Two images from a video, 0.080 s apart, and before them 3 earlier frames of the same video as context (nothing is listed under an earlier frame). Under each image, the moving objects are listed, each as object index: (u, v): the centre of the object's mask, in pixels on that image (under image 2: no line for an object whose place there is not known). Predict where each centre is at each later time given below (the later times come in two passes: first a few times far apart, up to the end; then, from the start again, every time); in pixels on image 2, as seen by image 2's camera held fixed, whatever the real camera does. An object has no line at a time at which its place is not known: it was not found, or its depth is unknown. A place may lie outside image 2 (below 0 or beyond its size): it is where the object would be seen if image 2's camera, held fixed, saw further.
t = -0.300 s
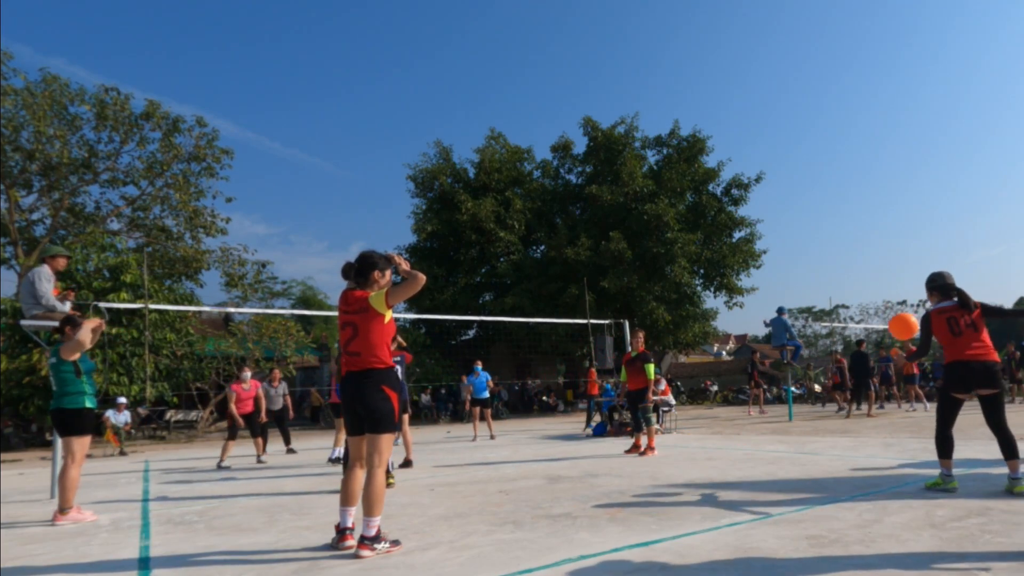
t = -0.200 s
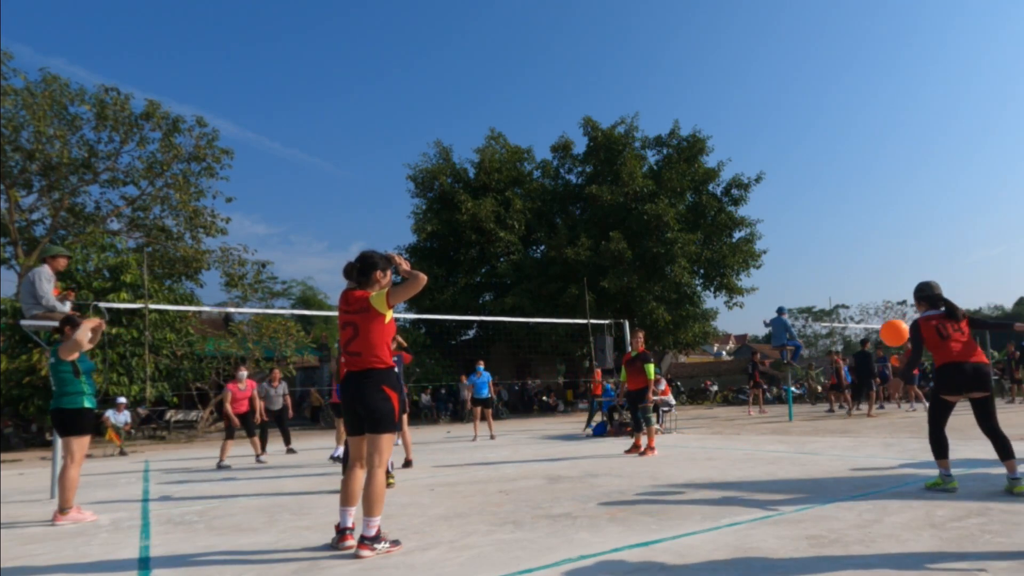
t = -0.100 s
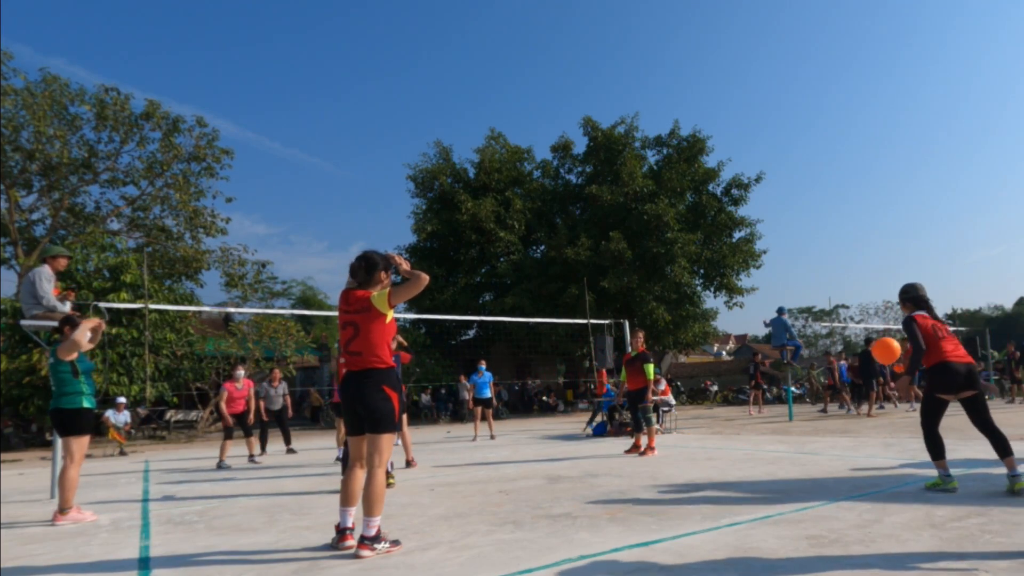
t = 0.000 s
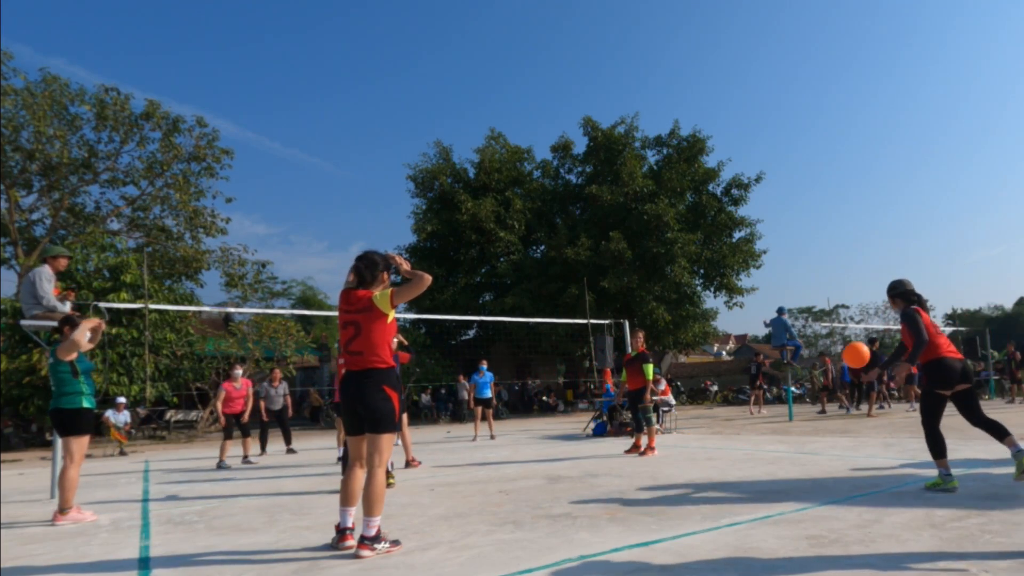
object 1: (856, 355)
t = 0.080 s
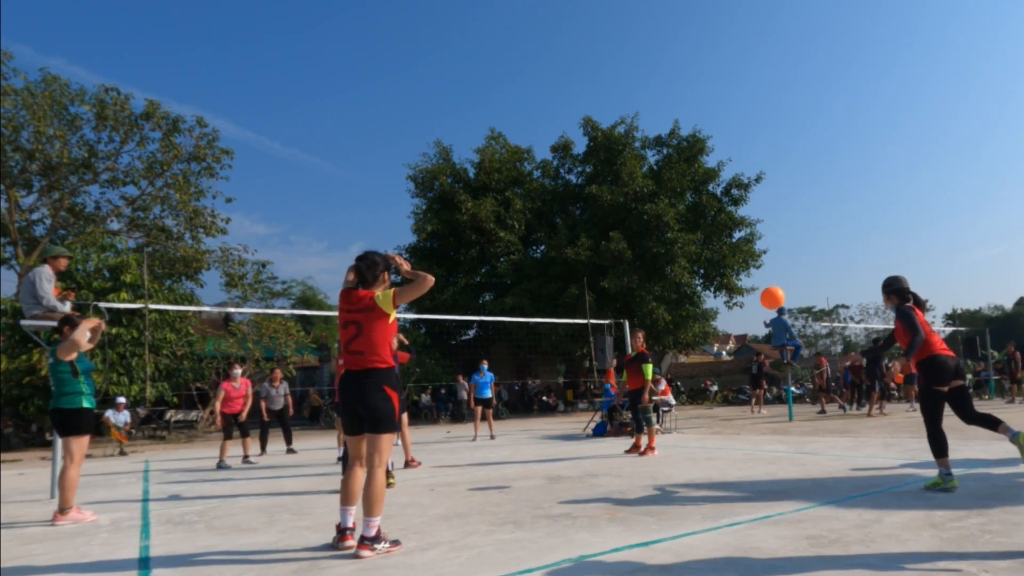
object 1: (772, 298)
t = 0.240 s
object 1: (650, 230)
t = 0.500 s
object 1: (524, 192)
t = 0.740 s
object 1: (446, 208)
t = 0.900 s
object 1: (408, 237)
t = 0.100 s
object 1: (754, 286)
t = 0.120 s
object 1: (737, 276)
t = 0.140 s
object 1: (721, 266)
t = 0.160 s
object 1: (705, 258)
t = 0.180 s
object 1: (691, 250)
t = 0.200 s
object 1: (677, 242)
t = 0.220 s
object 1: (663, 236)
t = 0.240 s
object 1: (650, 230)
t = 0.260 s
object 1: (638, 224)
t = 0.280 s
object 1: (626, 220)
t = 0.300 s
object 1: (615, 215)
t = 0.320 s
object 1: (604, 211)
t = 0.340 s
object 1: (594, 207)
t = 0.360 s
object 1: (584, 204)
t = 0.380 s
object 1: (575, 201)
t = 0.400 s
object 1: (565, 199)
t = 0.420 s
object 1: (557, 197)
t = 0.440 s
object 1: (548, 195)
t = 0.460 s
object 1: (540, 193)
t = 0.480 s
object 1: (532, 192)
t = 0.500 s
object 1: (524, 192)
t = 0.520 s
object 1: (517, 191)
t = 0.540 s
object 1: (509, 191)
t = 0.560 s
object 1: (502, 192)
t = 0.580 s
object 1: (495, 192)
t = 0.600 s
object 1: (488, 193)
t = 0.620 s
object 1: (482, 195)
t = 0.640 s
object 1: (475, 196)
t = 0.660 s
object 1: (469, 198)
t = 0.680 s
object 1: (463, 200)
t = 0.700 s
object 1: (457, 203)
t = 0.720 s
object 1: (452, 205)
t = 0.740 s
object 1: (446, 208)
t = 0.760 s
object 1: (441, 211)
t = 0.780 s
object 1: (436, 214)
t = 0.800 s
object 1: (431, 218)
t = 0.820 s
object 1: (426, 221)
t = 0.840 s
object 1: (421, 225)
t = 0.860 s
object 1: (417, 229)
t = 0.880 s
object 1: (412, 233)
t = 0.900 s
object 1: (408, 237)
